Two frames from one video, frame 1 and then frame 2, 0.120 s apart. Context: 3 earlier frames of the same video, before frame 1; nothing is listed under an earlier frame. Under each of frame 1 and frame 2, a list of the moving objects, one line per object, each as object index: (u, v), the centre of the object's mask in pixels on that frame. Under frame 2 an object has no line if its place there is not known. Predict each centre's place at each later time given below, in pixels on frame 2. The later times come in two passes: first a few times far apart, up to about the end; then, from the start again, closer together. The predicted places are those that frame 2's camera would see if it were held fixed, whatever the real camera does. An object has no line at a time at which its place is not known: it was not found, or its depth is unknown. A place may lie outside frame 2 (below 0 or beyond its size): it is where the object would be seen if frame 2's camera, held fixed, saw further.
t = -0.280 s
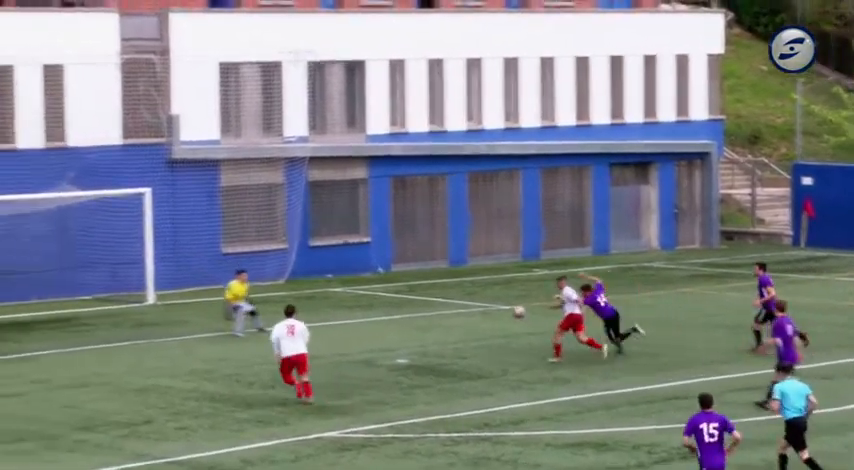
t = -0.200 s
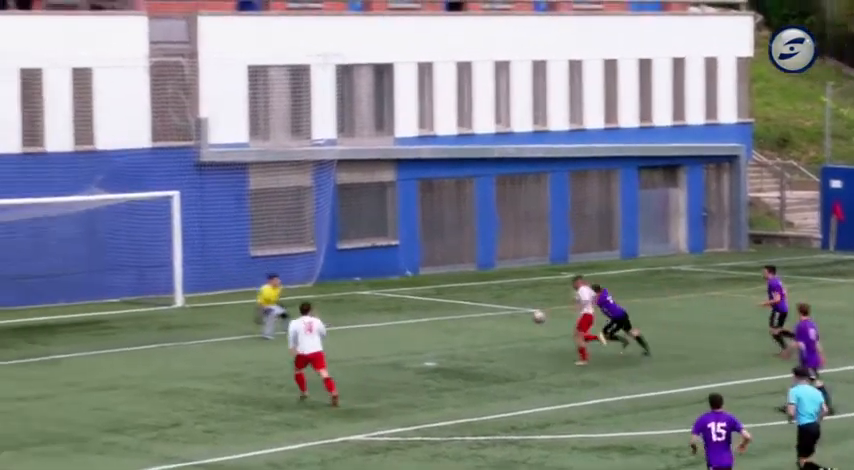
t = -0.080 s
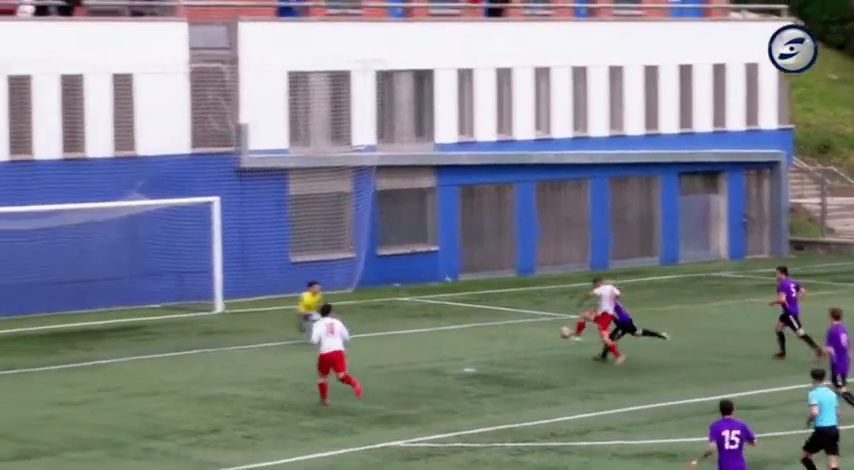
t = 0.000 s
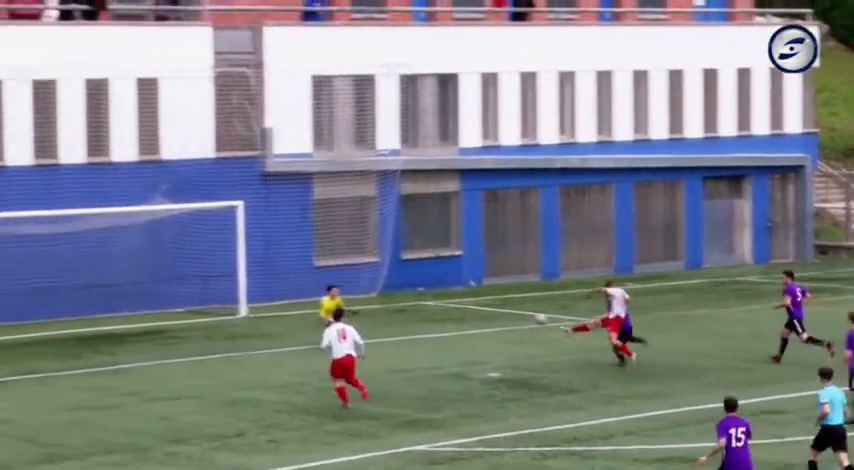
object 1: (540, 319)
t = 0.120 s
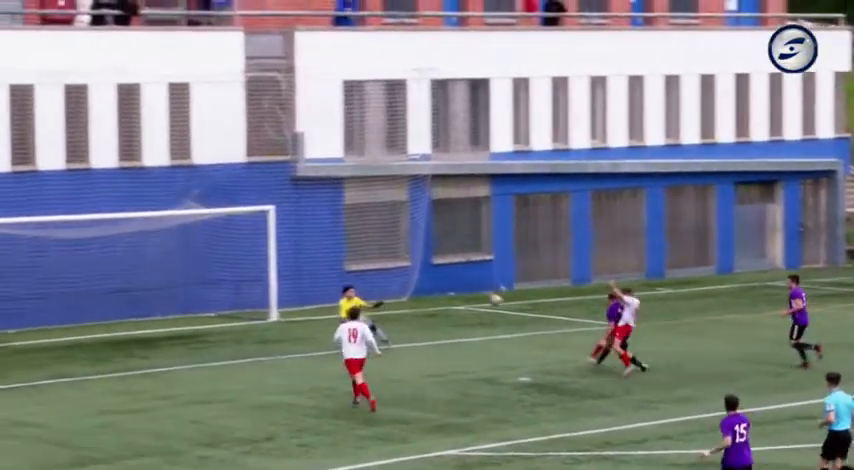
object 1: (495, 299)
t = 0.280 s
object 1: (407, 283)
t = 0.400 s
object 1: (346, 283)
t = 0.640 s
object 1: (246, 304)
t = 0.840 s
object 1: (193, 291)
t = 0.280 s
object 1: (407, 283)
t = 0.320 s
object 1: (385, 282)
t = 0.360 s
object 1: (366, 282)
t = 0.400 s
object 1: (346, 283)
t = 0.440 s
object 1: (328, 284)
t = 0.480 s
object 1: (311, 287)
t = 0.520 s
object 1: (294, 290)
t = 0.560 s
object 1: (277, 295)
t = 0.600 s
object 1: (261, 299)
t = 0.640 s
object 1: (246, 304)
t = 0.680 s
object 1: (231, 310)
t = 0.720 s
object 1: (218, 312)
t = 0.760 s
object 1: (211, 305)
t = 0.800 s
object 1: (202, 297)
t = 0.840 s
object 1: (193, 291)
